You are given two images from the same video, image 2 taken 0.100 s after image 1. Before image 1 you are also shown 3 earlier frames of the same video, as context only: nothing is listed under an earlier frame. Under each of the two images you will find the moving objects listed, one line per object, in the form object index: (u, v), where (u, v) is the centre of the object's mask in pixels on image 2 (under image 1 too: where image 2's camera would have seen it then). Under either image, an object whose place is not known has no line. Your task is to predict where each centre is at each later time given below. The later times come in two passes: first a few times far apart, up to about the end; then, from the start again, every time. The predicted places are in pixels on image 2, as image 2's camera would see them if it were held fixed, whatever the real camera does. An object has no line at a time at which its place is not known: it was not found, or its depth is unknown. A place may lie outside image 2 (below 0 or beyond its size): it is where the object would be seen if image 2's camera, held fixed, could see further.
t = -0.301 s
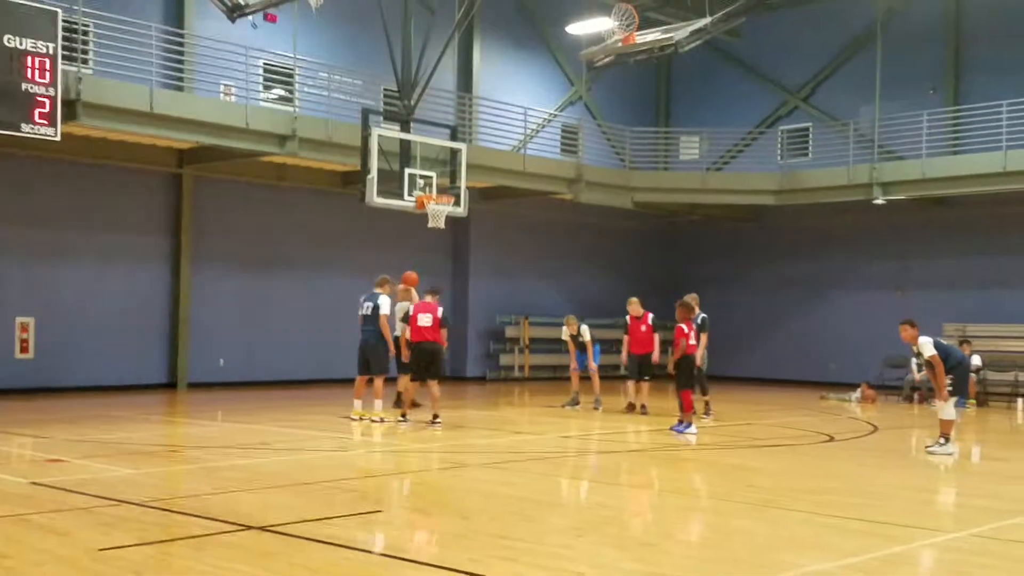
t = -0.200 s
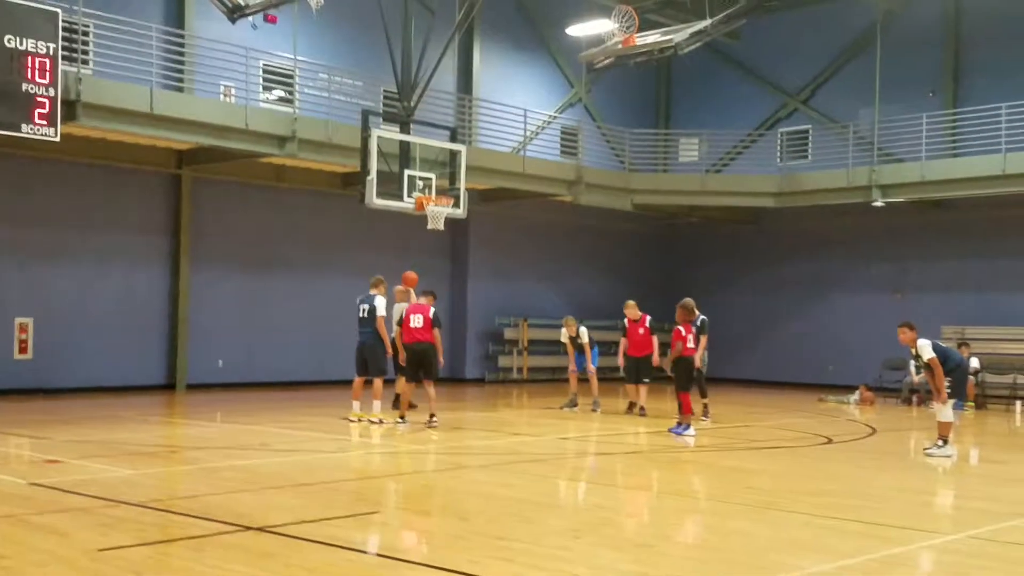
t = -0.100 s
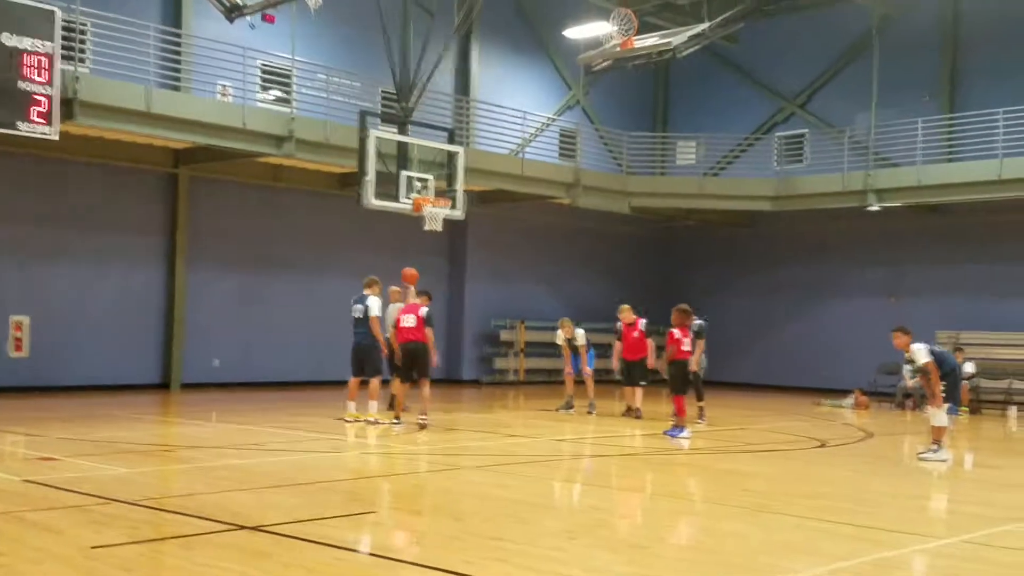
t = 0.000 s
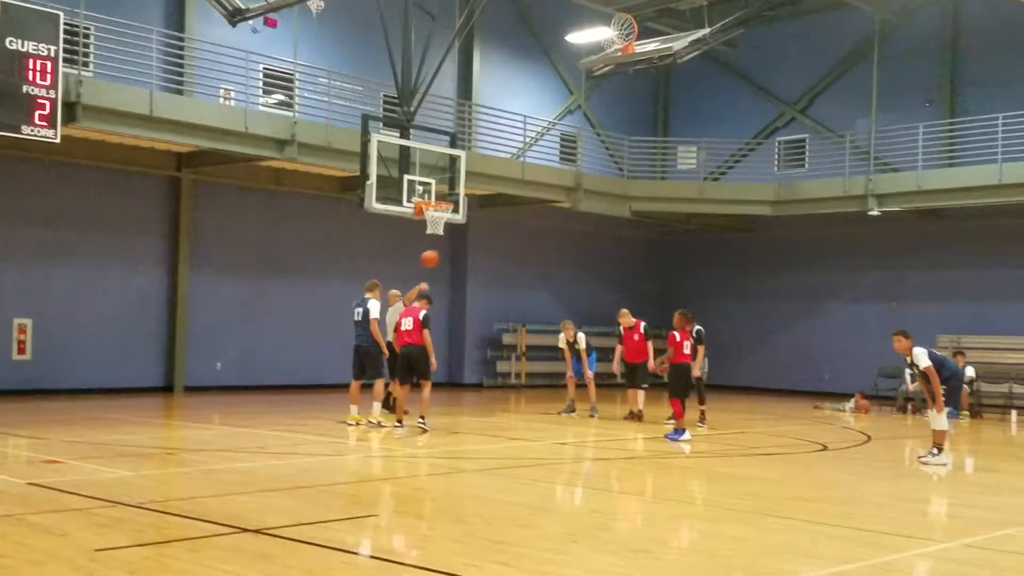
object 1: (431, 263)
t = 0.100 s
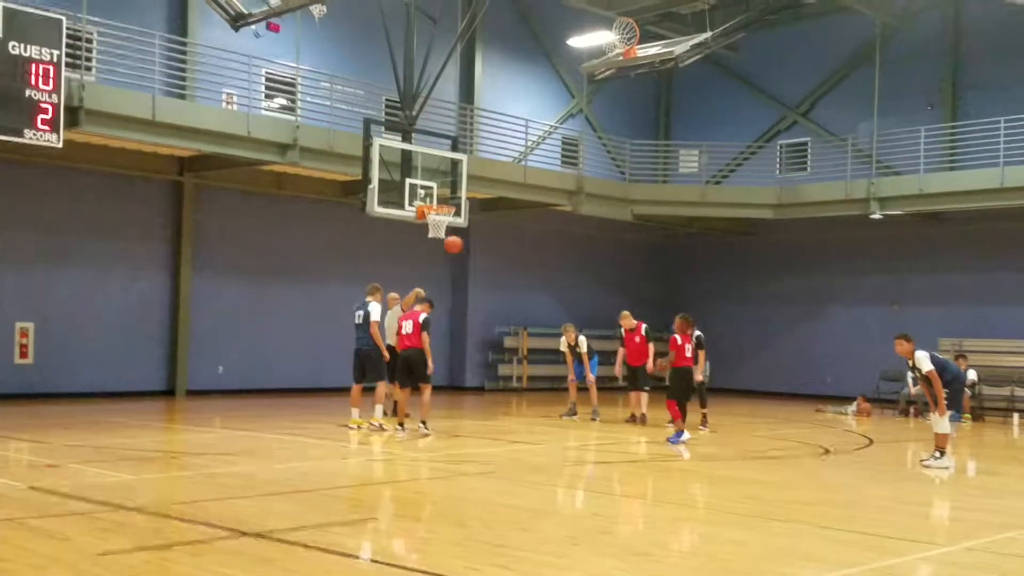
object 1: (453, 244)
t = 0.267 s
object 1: (491, 228)
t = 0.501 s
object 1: (547, 239)
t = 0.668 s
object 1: (589, 271)
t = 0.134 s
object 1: (461, 240)
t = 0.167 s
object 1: (468, 236)
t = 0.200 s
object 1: (476, 232)
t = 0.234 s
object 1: (483, 229)
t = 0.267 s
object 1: (491, 228)
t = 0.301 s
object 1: (498, 227)
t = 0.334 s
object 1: (506, 227)
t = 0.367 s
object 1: (514, 228)
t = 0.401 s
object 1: (522, 229)
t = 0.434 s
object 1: (530, 231)
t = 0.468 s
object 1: (539, 235)
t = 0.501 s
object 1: (547, 239)
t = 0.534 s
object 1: (555, 243)
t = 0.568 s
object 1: (563, 249)
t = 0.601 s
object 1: (571, 255)
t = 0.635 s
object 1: (580, 263)
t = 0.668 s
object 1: (589, 271)
